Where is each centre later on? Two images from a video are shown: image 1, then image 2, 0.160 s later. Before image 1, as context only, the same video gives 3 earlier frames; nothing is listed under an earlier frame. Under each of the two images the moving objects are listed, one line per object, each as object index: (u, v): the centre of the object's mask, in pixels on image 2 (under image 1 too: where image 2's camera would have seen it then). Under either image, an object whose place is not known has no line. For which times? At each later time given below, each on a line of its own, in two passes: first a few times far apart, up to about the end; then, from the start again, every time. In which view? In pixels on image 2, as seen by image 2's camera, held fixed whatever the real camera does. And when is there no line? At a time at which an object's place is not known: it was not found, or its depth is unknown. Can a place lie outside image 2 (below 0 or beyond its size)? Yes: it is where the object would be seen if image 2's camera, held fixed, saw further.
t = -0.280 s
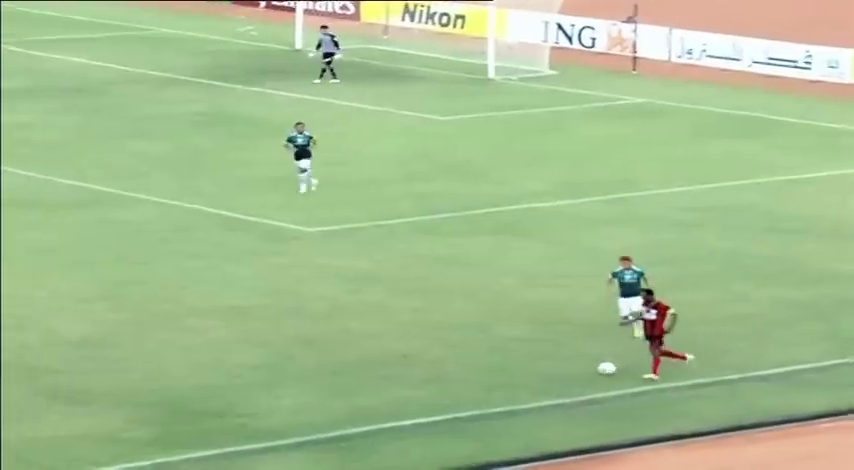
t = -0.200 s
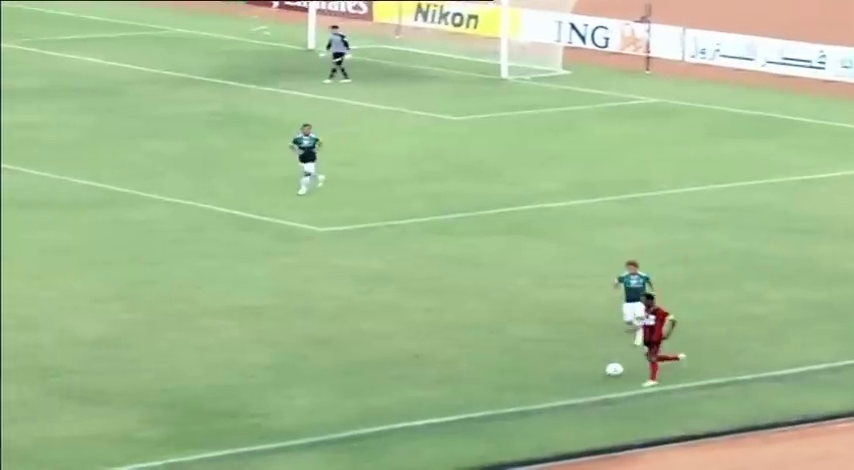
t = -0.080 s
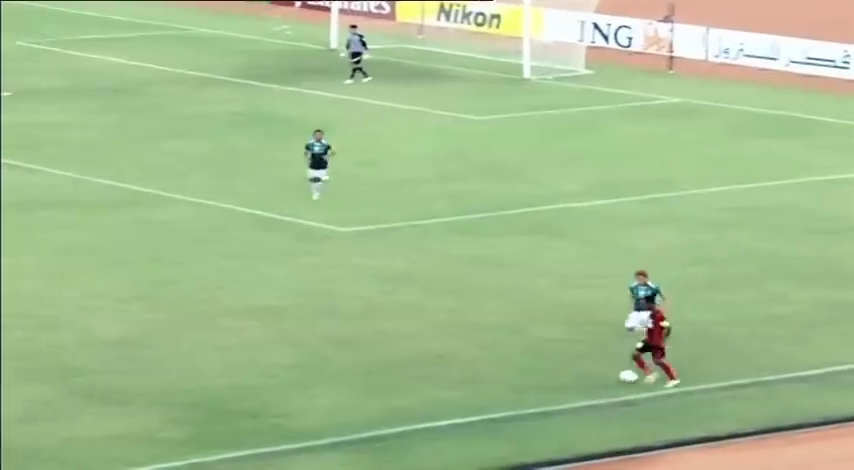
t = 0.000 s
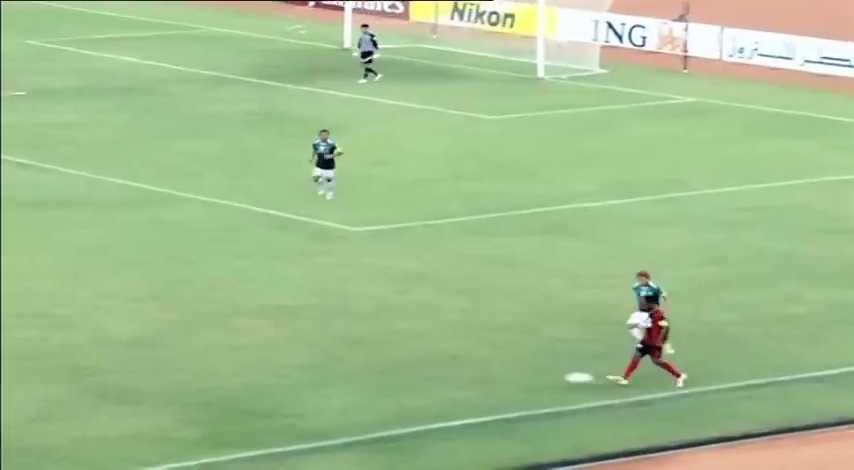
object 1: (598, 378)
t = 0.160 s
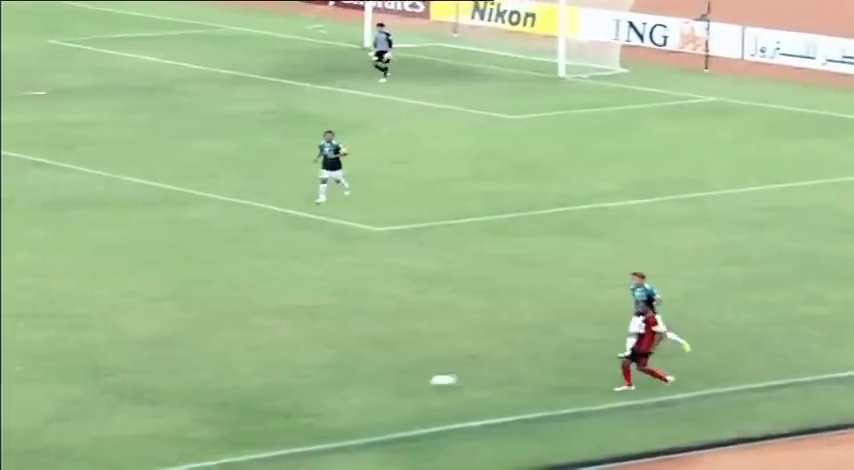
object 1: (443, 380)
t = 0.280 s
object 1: (334, 383)
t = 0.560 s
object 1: (113, 392)
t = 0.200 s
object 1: (406, 381)
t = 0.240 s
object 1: (370, 382)
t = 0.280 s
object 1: (334, 383)
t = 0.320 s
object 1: (299, 385)
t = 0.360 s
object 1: (266, 384)
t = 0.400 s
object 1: (235, 383)
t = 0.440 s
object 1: (205, 384)
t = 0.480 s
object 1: (173, 385)
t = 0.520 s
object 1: (144, 388)
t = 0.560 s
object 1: (113, 392)
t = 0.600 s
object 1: (90, 390)
